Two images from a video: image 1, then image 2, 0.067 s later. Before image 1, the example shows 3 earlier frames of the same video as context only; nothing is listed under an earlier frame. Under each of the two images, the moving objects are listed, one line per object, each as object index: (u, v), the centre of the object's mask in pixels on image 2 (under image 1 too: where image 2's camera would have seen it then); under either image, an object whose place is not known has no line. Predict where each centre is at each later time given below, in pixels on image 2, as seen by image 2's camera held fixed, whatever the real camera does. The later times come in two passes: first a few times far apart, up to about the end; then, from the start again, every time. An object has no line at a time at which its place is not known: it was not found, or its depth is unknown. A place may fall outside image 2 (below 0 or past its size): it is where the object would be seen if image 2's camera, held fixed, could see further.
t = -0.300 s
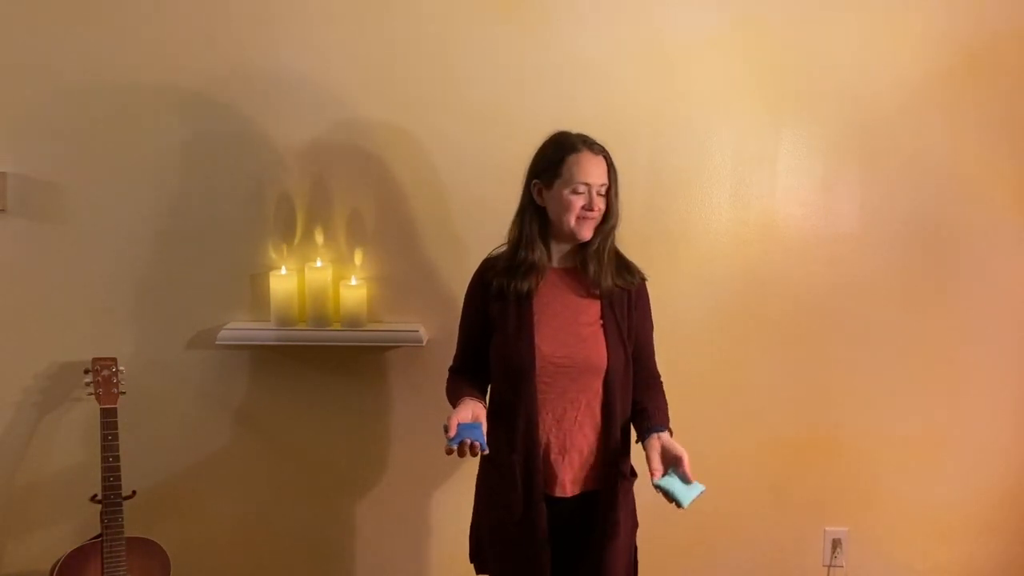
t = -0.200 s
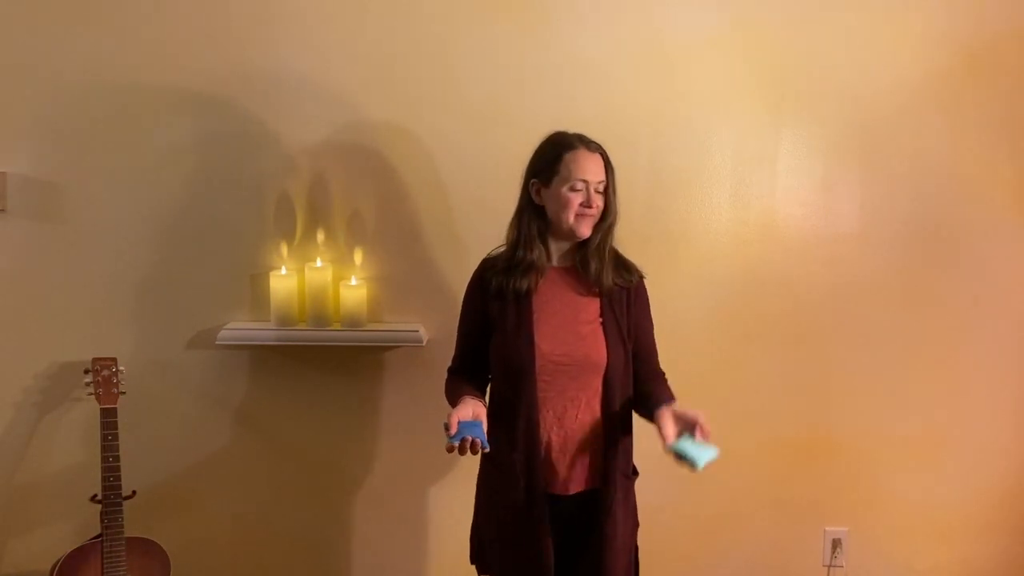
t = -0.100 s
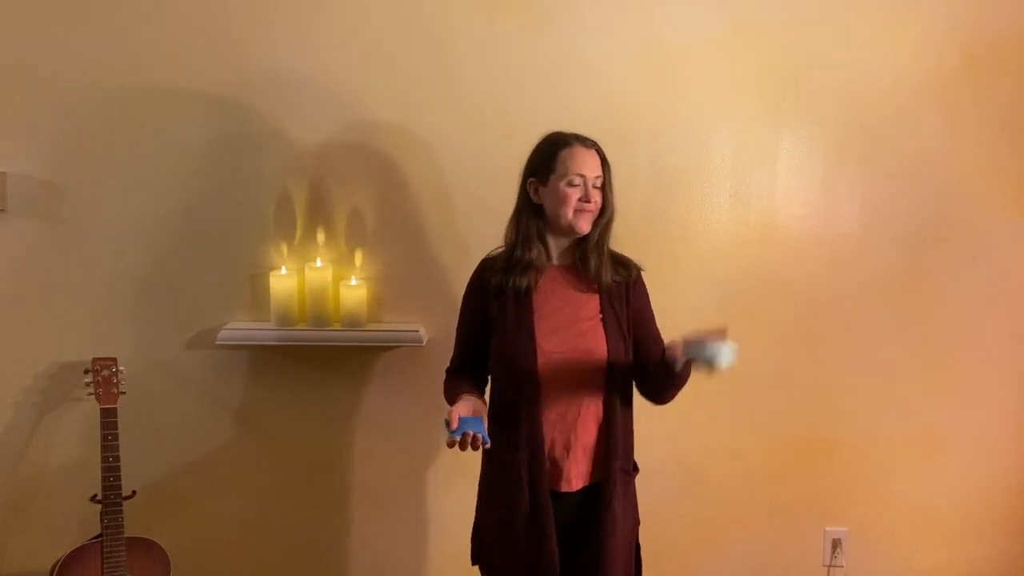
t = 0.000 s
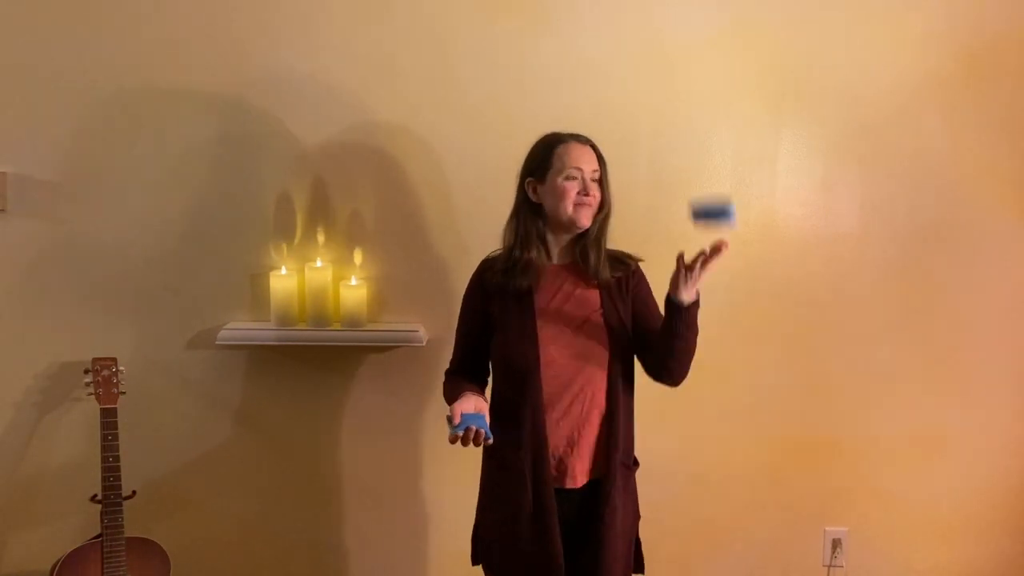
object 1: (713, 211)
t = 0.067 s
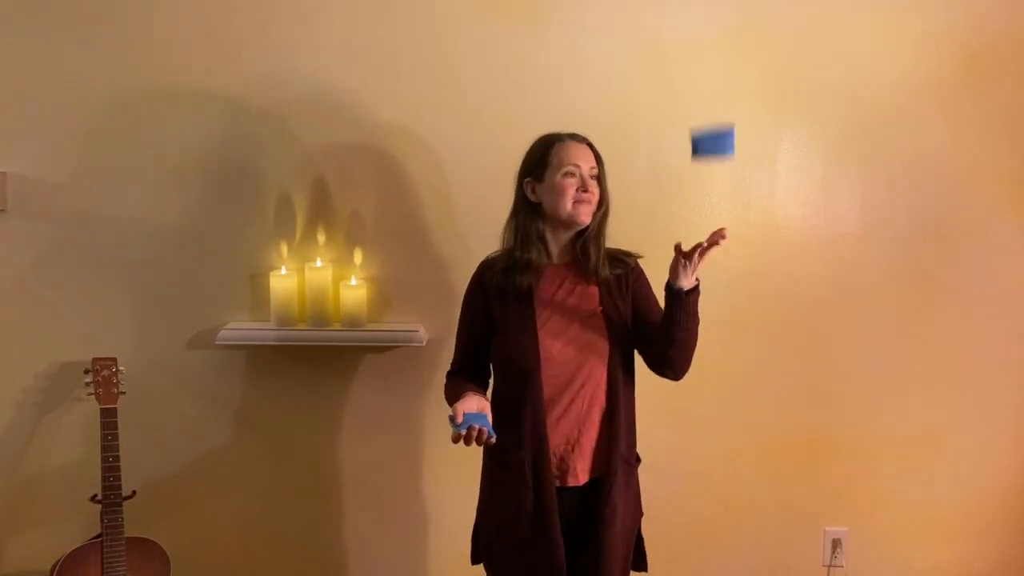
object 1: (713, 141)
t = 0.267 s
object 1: (708, 74)
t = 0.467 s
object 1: (695, 216)
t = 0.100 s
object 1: (712, 116)
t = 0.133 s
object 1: (712, 96)
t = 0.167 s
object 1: (711, 82)
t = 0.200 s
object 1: (710, 74)
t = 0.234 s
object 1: (709, 71)
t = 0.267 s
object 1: (708, 74)
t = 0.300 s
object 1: (706, 83)
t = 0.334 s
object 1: (704, 98)
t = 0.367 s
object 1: (703, 119)
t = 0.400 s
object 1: (701, 145)
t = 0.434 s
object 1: (698, 179)
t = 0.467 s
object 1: (695, 216)
